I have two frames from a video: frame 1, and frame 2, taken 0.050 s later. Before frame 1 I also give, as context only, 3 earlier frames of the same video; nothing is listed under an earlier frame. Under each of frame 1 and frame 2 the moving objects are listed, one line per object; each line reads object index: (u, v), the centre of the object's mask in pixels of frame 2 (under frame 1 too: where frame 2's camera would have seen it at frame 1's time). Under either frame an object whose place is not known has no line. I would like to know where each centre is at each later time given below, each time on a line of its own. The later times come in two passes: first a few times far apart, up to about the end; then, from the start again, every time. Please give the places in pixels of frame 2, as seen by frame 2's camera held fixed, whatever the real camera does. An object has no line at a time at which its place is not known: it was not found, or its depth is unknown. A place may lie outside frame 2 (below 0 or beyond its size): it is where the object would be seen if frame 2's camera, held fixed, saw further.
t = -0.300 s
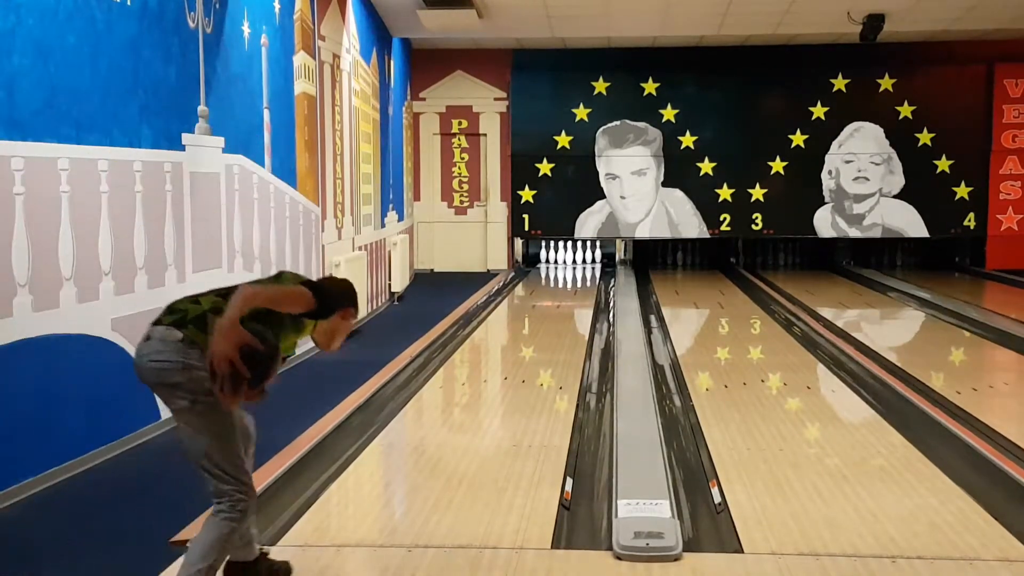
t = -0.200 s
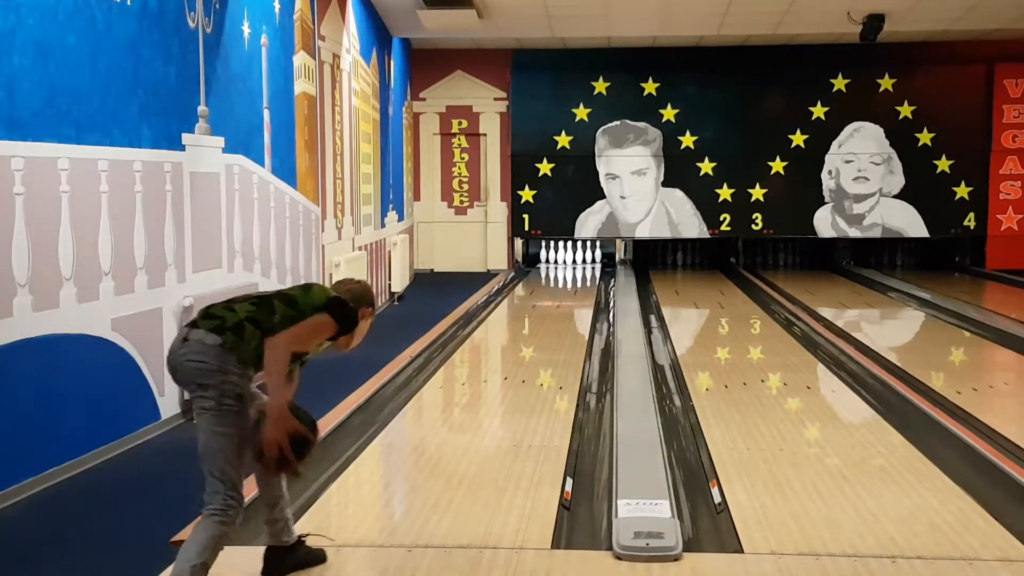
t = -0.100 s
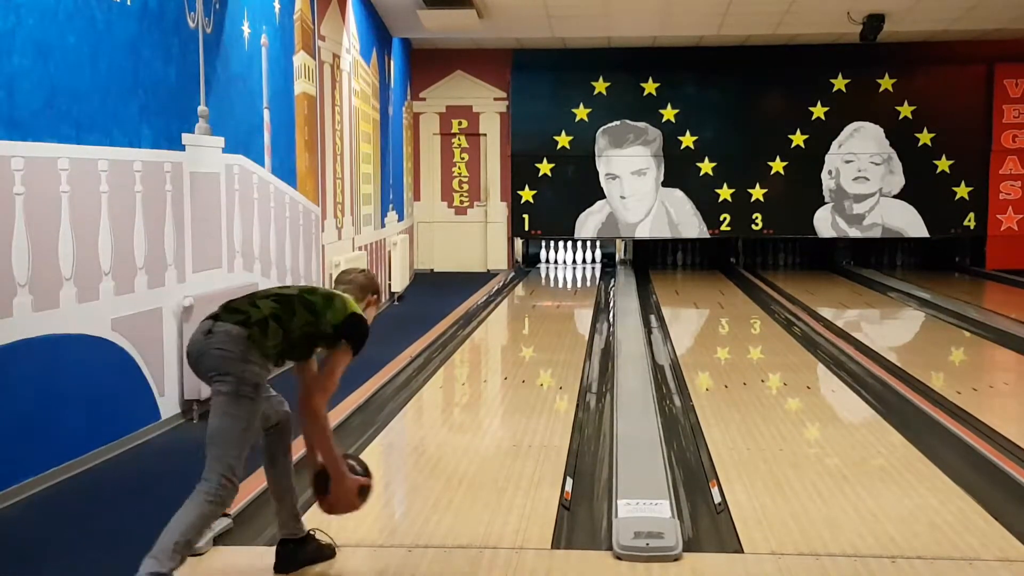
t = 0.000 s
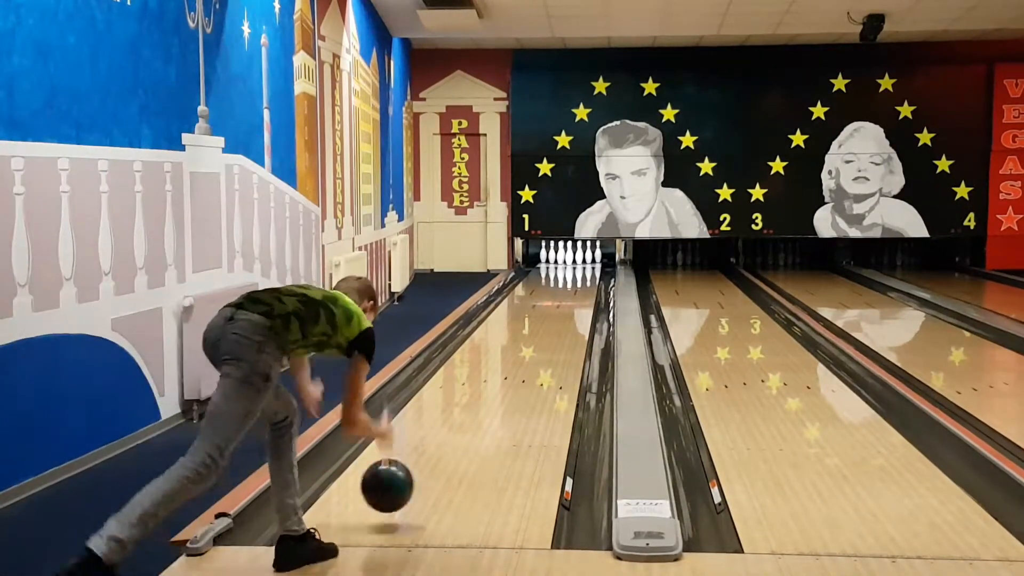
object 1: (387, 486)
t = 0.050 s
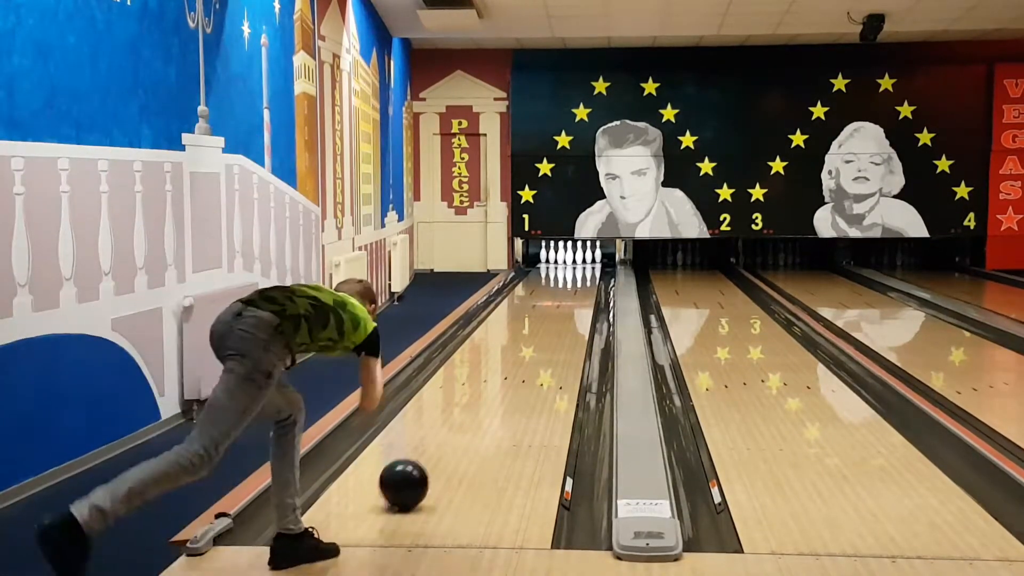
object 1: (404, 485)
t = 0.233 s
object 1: (450, 435)
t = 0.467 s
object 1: (490, 391)
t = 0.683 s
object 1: (515, 363)
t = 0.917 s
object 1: (535, 340)
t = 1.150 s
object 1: (550, 322)
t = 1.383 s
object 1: (561, 308)
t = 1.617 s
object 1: (570, 296)
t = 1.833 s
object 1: (576, 288)
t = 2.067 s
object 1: (581, 279)
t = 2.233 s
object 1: (582, 274)
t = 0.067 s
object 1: (408, 478)
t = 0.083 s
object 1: (414, 472)
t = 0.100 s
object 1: (418, 467)
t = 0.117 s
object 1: (423, 462)
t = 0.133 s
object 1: (427, 459)
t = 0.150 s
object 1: (431, 455)
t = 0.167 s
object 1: (435, 451)
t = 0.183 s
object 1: (439, 447)
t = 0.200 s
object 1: (443, 443)
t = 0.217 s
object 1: (447, 439)
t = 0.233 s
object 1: (450, 435)
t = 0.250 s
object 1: (453, 432)
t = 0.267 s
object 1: (457, 428)
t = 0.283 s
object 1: (460, 424)
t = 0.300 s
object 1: (463, 421)
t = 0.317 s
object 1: (466, 417)
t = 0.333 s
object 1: (469, 414)
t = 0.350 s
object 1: (472, 411)
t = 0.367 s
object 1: (475, 408)
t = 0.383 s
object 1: (478, 405)
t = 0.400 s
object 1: (480, 403)
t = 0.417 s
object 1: (483, 400)
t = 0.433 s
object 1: (485, 397)
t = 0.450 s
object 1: (487, 394)
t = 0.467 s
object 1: (490, 391)
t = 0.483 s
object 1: (492, 389)
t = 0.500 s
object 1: (495, 387)
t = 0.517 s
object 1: (497, 384)
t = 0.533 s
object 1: (499, 382)
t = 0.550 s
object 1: (501, 379)
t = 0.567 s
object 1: (503, 377)
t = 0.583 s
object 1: (505, 375)
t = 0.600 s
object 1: (507, 373)
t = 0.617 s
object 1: (509, 371)
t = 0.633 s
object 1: (510, 369)
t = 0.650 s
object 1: (512, 367)
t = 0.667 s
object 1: (514, 365)
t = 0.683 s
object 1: (515, 363)
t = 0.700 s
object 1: (517, 361)
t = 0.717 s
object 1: (519, 360)
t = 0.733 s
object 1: (520, 358)
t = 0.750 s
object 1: (522, 356)
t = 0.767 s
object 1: (523, 354)
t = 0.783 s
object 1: (525, 352)
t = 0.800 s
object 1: (526, 351)
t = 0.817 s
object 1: (527, 349)
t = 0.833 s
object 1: (529, 347)
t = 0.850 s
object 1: (530, 346)
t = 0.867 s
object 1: (532, 344)
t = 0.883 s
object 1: (533, 343)
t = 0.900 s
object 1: (534, 341)
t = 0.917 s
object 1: (535, 340)
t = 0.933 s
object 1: (536, 338)
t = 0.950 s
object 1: (538, 337)
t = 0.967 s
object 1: (539, 335)
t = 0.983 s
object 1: (540, 334)
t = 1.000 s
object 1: (541, 333)
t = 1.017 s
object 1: (542, 332)
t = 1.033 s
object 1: (543, 331)
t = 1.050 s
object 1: (544, 329)
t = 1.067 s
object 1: (545, 328)
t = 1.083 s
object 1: (546, 327)
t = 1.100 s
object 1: (547, 326)
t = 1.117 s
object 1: (548, 324)
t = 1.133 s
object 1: (549, 323)
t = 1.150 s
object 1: (550, 322)
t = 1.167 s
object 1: (551, 321)
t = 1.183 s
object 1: (552, 320)
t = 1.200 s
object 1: (553, 319)
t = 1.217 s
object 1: (553, 318)
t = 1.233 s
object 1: (554, 317)
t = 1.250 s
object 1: (555, 316)
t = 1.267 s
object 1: (556, 315)
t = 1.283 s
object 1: (557, 314)
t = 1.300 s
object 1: (557, 313)
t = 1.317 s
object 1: (558, 312)
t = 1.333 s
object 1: (559, 311)
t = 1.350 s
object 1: (560, 310)
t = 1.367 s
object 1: (560, 309)
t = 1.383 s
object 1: (561, 308)
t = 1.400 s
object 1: (562, 307)
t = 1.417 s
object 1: (562, 306)
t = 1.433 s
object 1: (563, 305)
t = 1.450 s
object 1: (564, 305)
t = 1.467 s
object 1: (564, 304)
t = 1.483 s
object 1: (565, 303)
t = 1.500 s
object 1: (566, 302)
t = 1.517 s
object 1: (566, 301)
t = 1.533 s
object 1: (567, 300)
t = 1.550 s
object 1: (568, 299)
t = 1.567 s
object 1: (568, 299)
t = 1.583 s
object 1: (569, 298)
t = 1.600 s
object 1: (569, 297)
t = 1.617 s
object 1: (570, 296)
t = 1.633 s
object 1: (570, 296)
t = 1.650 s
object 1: (571, 295)
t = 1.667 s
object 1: (571, 294)
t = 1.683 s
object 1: (572, 293)
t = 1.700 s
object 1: (572, 293)
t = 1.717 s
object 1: (573, 292)
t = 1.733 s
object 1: (573, 292)
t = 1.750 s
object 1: (574, 291)
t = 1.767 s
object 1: (574, 290)
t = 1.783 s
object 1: (575, 290)
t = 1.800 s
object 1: (575, 289)
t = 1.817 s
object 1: (576, 288)
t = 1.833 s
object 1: (576, 288)
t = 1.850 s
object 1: (577, 287)
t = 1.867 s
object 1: (577, 286)
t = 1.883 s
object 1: (577, 286)
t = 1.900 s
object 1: (578, 285)
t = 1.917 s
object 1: (578, 284)
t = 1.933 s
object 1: (578, 284)
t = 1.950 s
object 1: (579, 283)
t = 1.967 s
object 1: (579, 283)
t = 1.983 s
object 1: (579, 282)
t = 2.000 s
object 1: (579, 282)
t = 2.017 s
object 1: (580, 281)
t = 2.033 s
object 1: (580, 280)
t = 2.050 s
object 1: (580, 280)
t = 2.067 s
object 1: (581, 279)
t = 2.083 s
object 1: (581, 279)
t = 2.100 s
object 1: (581, 278)
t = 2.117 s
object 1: (581, 278)
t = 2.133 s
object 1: (581, 277)
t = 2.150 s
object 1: (582, 276)
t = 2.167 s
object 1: (582, 276)
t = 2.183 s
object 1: (582, 275)
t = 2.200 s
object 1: (582, 275)
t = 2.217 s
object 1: (582, 274)
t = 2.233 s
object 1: (582, 274)
